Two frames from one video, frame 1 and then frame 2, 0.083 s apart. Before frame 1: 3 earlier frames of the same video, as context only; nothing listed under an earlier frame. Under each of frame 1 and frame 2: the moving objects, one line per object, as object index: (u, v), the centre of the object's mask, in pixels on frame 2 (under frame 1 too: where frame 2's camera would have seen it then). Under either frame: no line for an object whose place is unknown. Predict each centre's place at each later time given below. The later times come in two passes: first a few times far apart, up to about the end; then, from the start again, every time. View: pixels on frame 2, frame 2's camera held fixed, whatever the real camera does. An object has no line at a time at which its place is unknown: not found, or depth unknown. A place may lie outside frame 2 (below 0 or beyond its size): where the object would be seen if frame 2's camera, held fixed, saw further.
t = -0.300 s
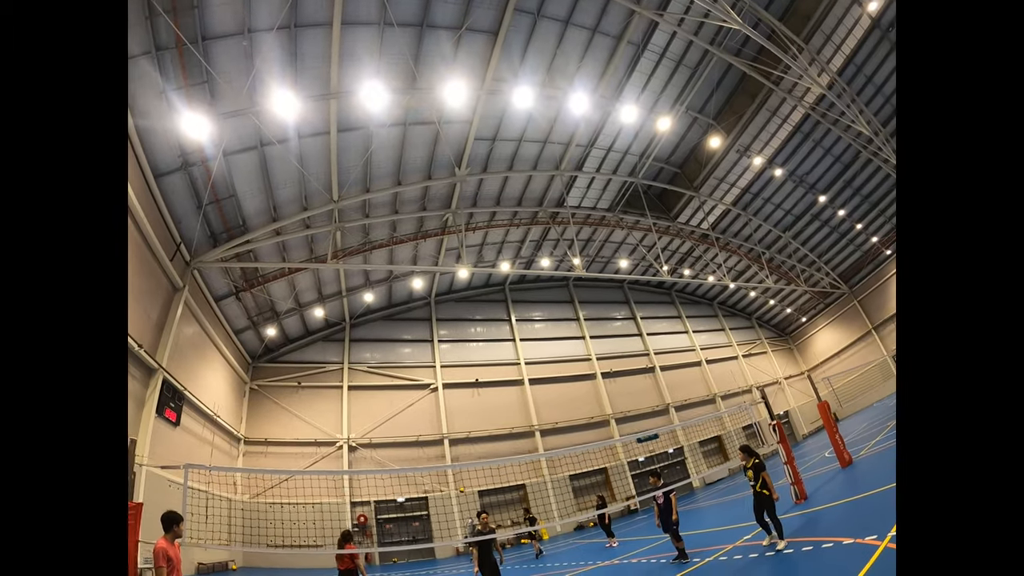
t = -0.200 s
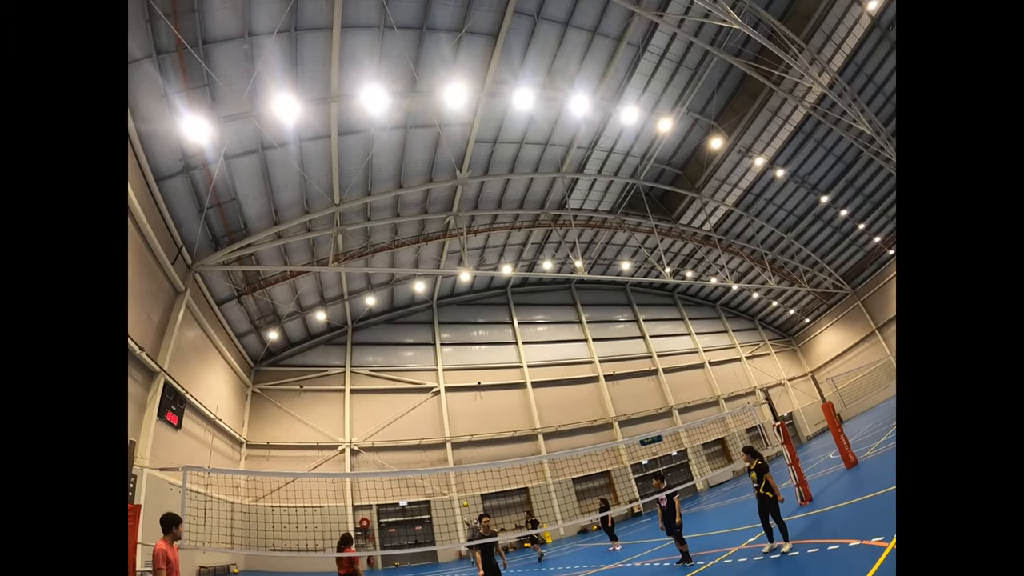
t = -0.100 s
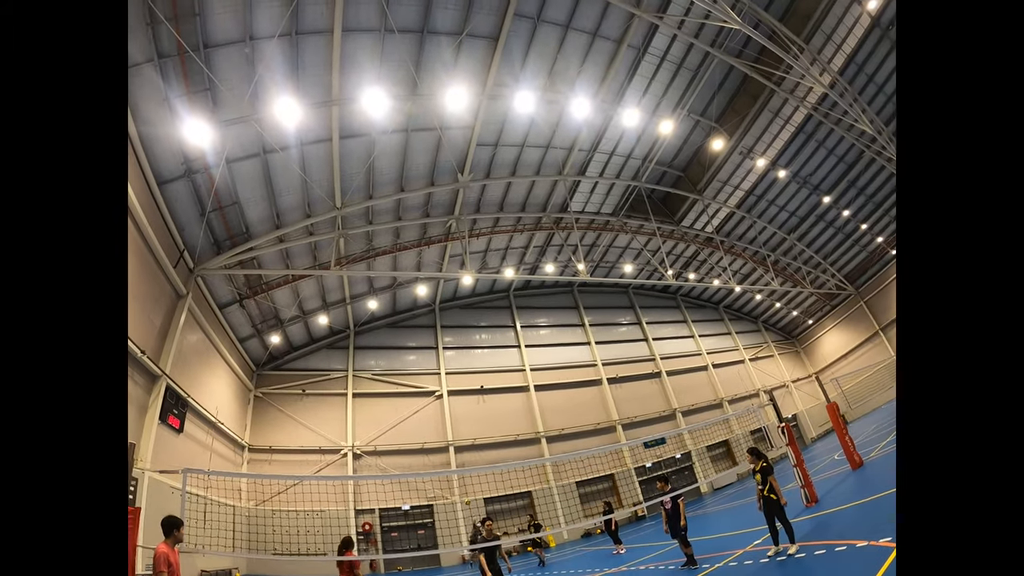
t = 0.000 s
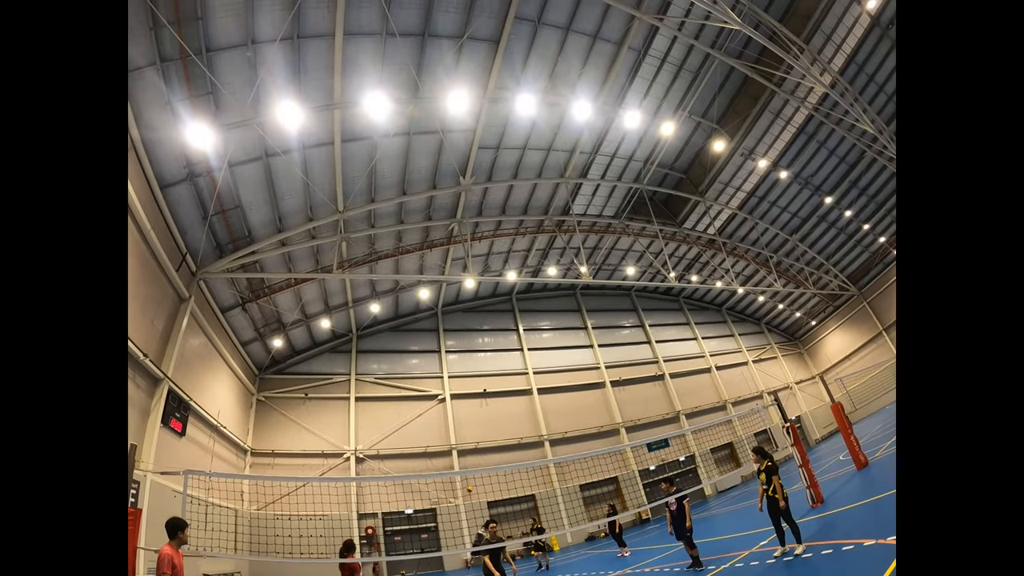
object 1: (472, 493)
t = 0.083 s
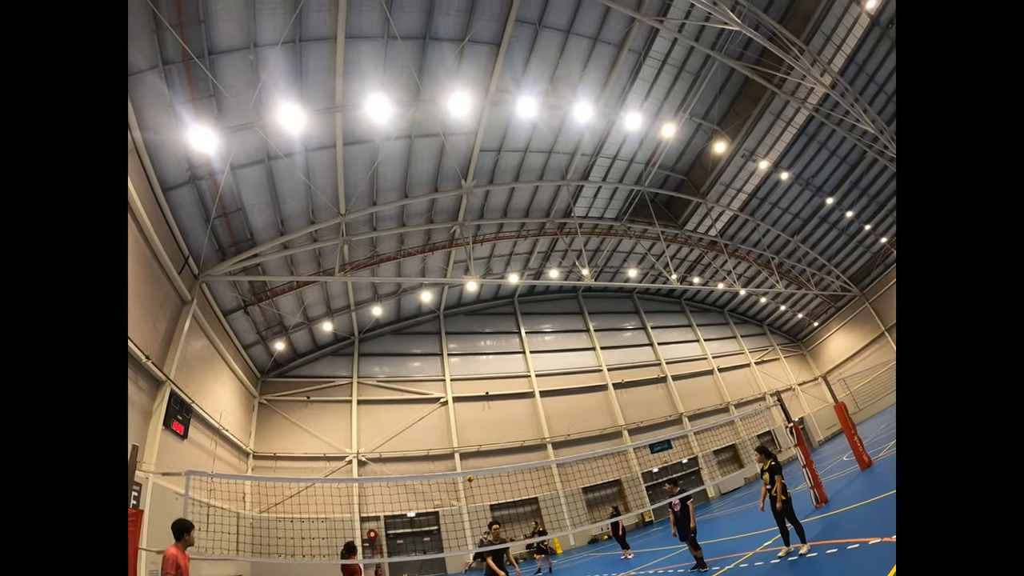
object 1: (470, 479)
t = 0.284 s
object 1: (464, 450)
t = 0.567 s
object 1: (455, 404)
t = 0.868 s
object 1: (449, 365)
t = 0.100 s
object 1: (470, 477)
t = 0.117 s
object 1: (470, 477)
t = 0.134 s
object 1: (468, 468)
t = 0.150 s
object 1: (468, 467)
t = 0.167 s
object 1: (468, 465)
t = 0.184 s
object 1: (468, 462)
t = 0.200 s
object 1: (467, 460)
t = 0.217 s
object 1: (466, 457)
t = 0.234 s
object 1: (465, 455)
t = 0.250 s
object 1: (464, 454)
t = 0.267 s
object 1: (464, 453)
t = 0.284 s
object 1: (464, 450)
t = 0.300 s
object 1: (465, 448)
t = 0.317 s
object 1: (464, 445)
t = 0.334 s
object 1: (464, 442)
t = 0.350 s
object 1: (463, 440)
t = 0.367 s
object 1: (463, 438)
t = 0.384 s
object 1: (462, 435)
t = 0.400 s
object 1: (462, 433)
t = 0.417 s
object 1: (461, 430)
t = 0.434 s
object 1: (461, 428)
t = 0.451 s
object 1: (460, 425)
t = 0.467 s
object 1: (459, 422)
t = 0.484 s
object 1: (459, 419)
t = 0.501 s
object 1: (459, 416)
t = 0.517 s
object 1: (458, 414)
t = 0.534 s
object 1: (456, 410)
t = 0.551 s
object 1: (456, 407)
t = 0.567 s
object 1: (455, 404)
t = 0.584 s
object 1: (454, 401)
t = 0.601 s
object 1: (453, 398)
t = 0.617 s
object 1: (452, 395)
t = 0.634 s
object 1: (450, 393)
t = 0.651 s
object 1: (450, 390)
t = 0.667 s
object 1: (448, 387)
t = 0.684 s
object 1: (448, 385)
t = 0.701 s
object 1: (448, 382)
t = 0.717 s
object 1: (447, 379)
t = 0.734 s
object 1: (447, 377)
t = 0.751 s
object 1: (447, 374)
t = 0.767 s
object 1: (447, 372)
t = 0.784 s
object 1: (446, 370)
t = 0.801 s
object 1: (446, 368)
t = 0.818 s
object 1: (446, 367)
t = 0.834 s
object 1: (447, 365)
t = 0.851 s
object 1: (448, 365)
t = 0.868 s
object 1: (449, 365)
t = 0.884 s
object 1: (451, 366)
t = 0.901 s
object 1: (454, 369)
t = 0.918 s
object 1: (459, 373)
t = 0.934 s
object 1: (464, 379)
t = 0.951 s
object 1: (471, 389)
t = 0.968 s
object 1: (481, 404)
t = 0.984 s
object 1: (495, 425)
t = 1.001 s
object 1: (514, 458)
